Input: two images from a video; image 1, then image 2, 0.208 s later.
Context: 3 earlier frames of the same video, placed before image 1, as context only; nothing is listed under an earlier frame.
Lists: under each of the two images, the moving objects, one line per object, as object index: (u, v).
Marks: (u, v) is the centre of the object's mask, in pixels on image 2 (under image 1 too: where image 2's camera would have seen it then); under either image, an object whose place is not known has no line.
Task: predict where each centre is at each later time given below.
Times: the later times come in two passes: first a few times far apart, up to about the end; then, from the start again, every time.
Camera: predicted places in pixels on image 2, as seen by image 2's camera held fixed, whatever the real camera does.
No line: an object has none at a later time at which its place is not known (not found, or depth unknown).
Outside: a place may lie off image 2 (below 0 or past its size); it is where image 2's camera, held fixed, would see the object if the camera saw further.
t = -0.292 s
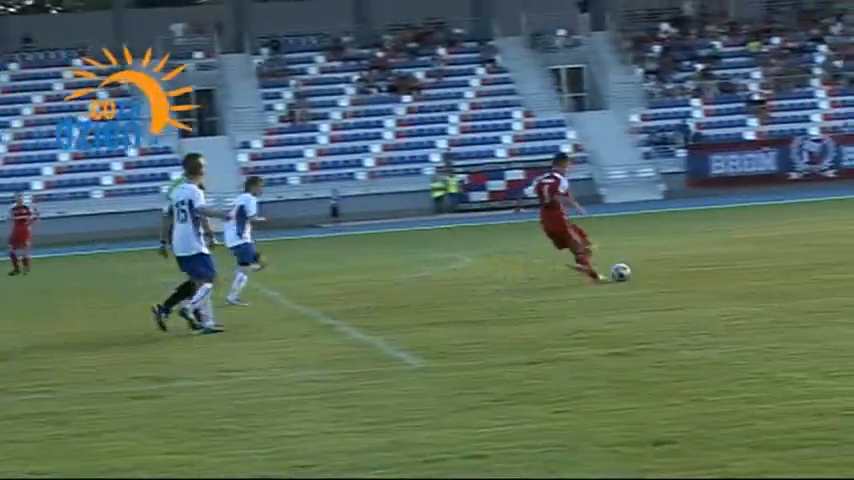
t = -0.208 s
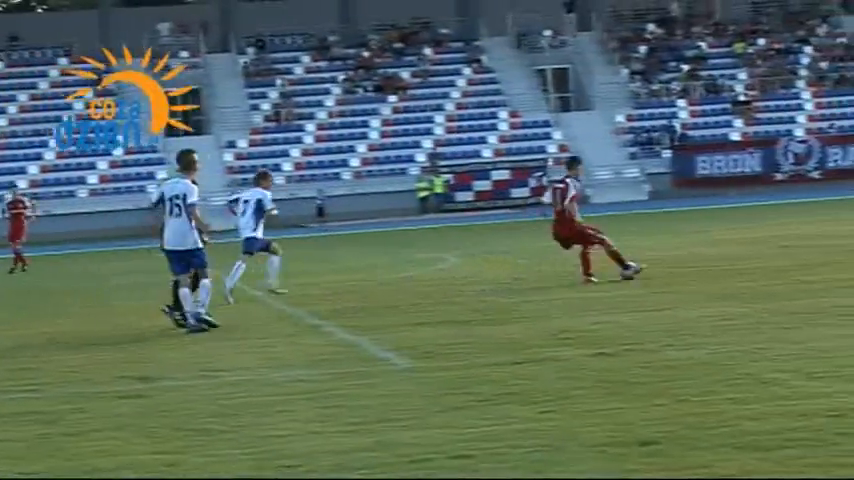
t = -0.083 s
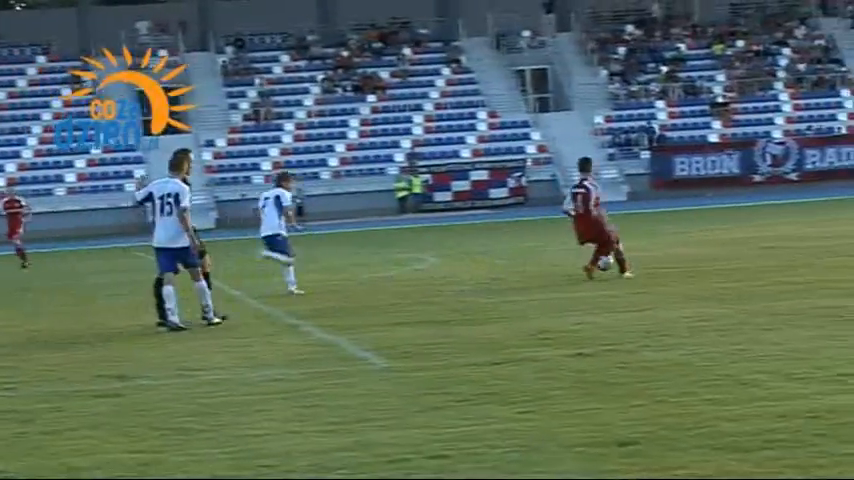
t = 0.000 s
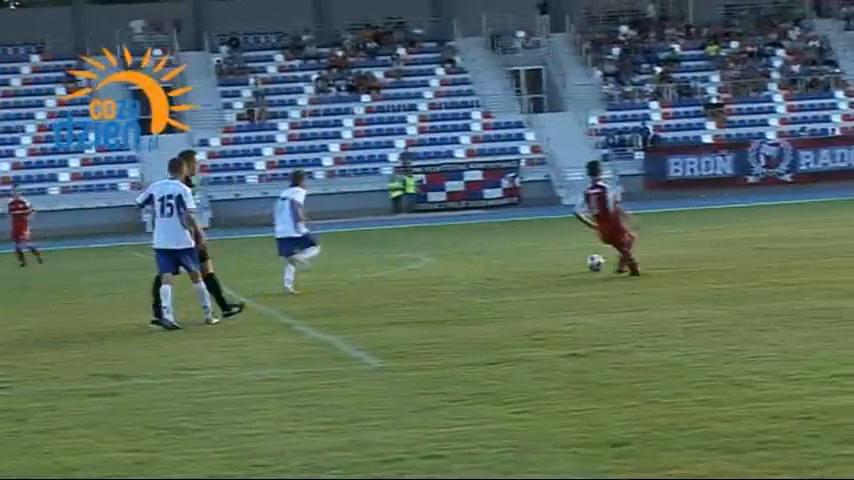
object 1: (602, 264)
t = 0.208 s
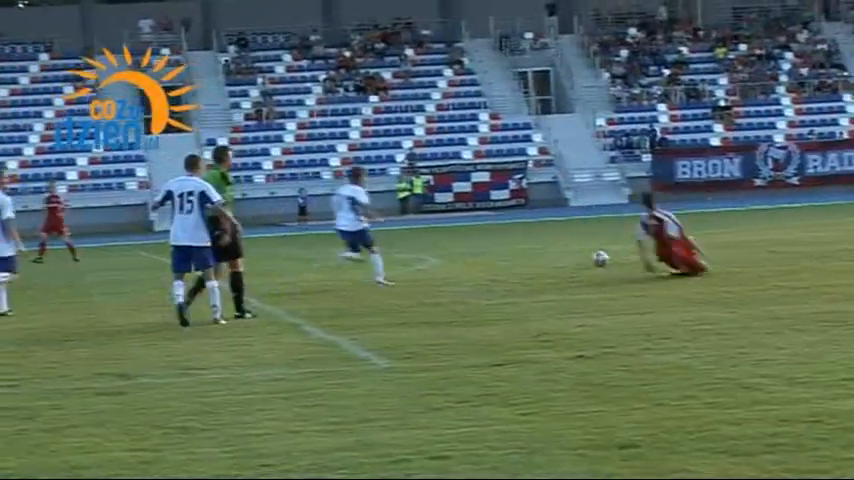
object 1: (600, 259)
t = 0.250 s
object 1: (599, 259)
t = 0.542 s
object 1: (600, 250)
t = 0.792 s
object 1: (599, 246)
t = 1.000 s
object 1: (600, 244)
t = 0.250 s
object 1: (599, 259)
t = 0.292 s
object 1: (600, 257)
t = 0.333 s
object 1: (600, 254)
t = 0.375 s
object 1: (600, 252)
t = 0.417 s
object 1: (601, 253)
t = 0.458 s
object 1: (600, 253)
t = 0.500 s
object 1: (601, 252)
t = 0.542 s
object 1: (600, 250)
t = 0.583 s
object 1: (600, 250)
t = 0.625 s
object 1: (600, 250)
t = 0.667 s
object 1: (600, 250)
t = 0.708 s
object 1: (600, 249)
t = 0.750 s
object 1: (600, 247)
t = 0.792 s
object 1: (599, 246)
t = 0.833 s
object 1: (600, 246)
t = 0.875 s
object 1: (599, 246)
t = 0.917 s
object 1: (600, 245)
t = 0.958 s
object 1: (600, 244)
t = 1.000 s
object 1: (600, 244)
